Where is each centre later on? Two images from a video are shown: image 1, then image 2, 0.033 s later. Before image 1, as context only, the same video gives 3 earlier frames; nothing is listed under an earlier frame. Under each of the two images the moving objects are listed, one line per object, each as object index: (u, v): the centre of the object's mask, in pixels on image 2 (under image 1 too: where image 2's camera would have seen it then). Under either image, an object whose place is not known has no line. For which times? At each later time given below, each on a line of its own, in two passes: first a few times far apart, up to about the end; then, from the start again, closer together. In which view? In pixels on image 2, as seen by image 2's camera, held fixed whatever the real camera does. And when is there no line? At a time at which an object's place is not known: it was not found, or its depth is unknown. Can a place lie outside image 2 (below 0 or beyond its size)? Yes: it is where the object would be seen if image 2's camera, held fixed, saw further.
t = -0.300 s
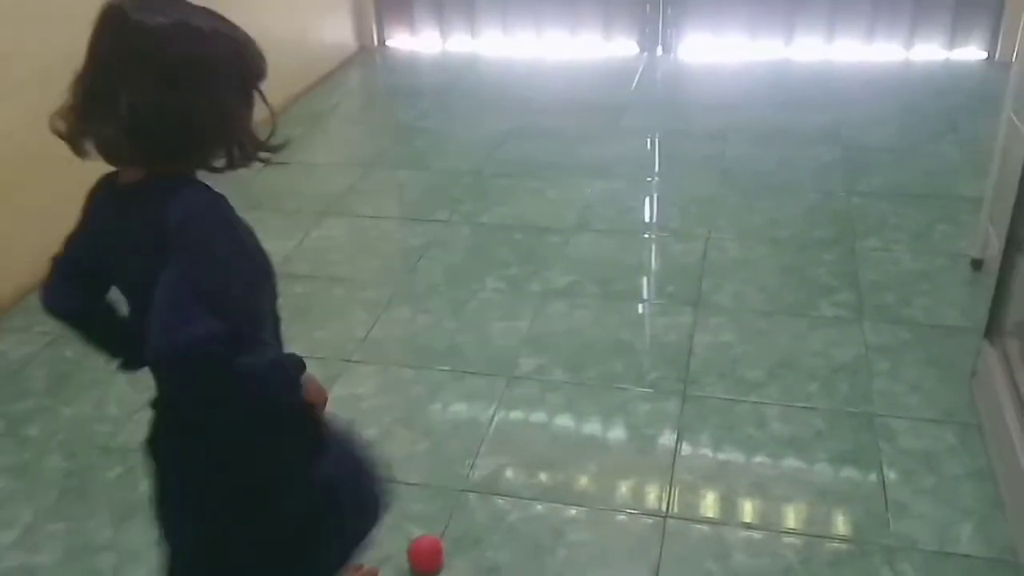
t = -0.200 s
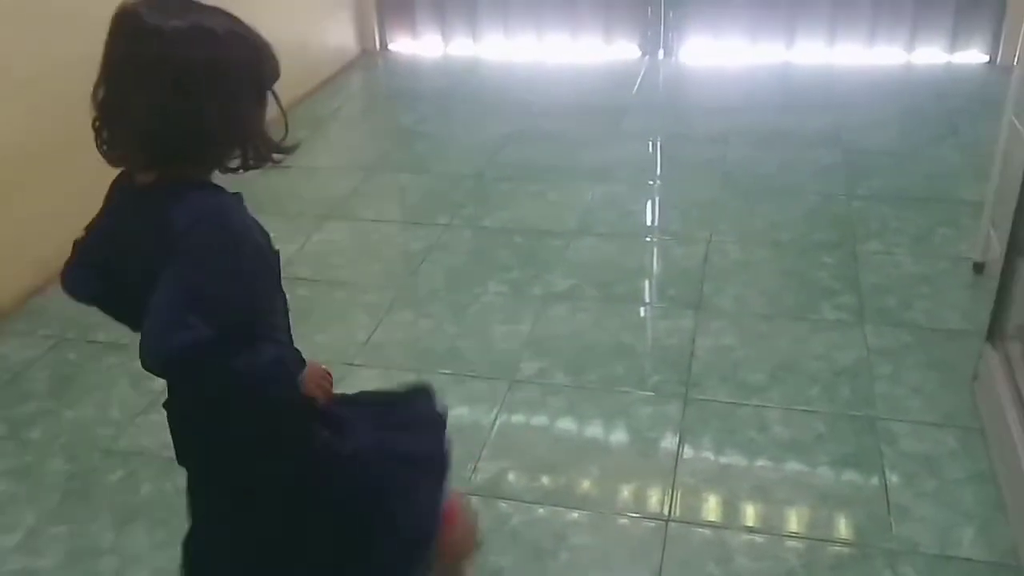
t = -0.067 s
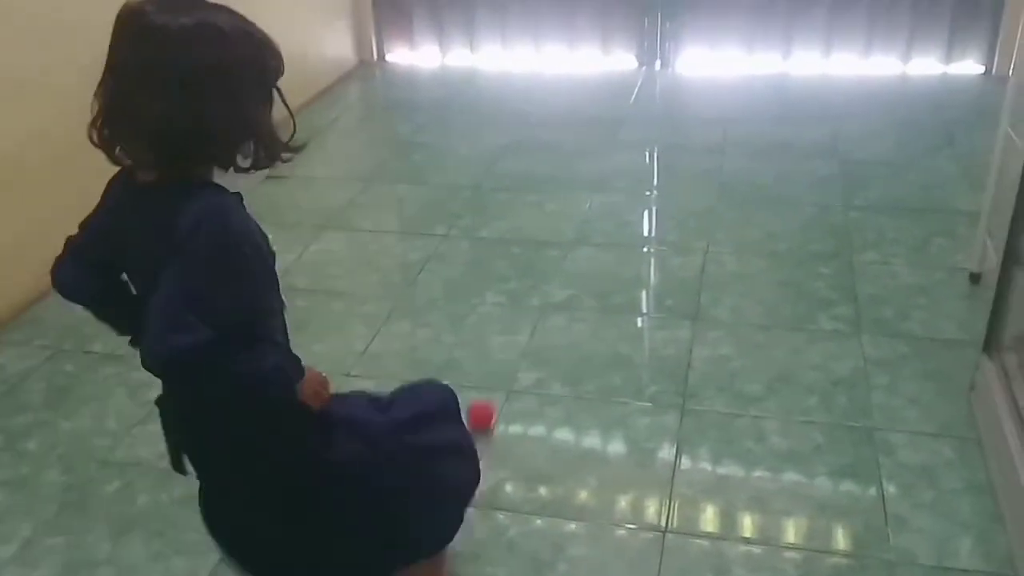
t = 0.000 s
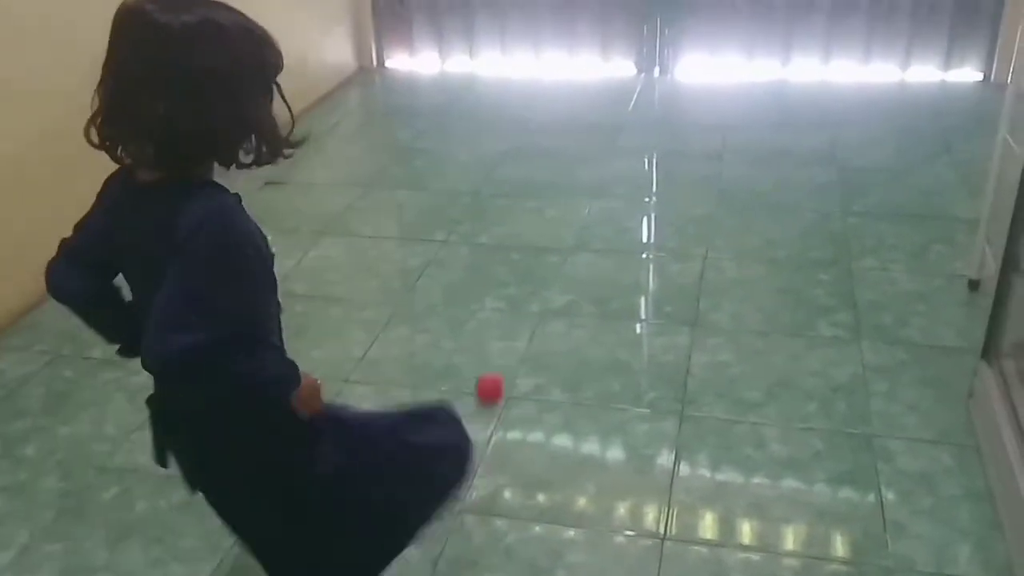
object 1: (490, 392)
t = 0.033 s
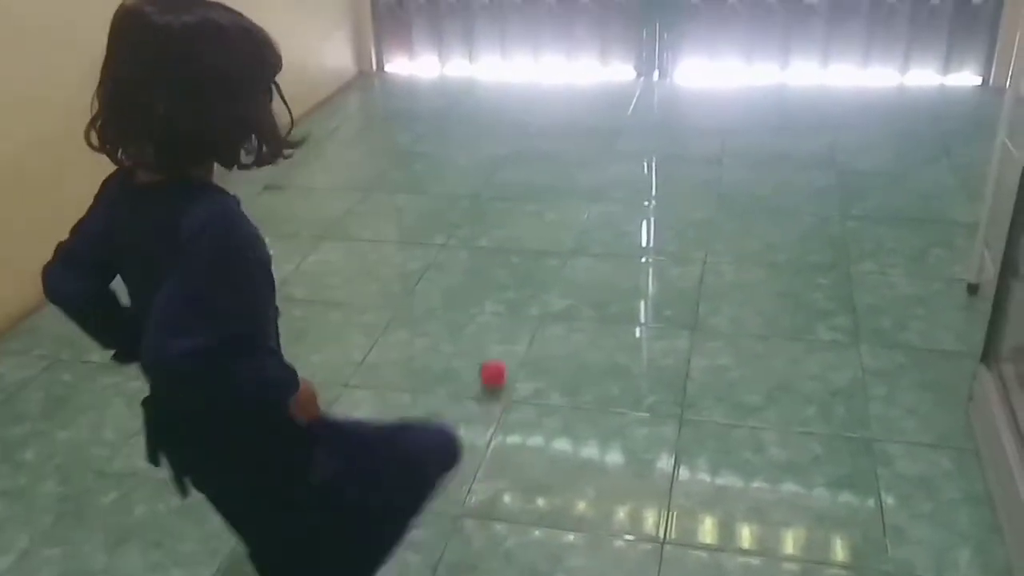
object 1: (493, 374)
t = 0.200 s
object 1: (509, 311)
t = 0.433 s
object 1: (531, 253)
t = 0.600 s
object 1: (541, 220)
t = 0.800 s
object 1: (547, 195)
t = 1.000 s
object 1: (545, 181)
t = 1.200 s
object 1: (546, 158)
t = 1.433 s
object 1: (545, 141)
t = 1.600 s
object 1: (542, 133)
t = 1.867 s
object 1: (532, 122)
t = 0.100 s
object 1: (498, 347)
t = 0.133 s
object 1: (501, 341)
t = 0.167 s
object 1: (505, 328)
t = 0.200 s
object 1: (509, 311)
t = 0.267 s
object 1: (516, 297)
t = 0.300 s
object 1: (520, 292)
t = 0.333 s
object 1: (522, 280)
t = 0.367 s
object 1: (526, 266)
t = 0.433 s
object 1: (531, 253)
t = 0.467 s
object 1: (534, 252)
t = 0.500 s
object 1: (536, 245)
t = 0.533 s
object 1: (539, 233)
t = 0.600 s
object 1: (541, 220)
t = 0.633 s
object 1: (544, 219)
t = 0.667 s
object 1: (545, 219)
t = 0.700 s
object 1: (546, 210)
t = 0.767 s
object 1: (547, 196)
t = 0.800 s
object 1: (547, 195)
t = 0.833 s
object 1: (548, 197)
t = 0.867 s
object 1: (548, 194)
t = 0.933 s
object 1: (546, 182)
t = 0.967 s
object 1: (546, 182)
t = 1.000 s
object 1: (545, 181)
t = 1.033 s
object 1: (545, 175)
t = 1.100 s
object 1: (545, 169)
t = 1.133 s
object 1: (546, 168)
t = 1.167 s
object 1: (545, 161)
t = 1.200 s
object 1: (546, 158)
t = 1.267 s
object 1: (545, 155)
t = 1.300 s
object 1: (545, 150)
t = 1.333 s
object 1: (546, 146)
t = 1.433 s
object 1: (545, 141)
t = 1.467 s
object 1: (544, 140)
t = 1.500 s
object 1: (544, 139)
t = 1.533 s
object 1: (544, 138)
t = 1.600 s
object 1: (542, 133)
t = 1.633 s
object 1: (542, 133)
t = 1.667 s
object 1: (541, 130)
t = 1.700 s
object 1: (539, 127)
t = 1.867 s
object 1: (532, 122)
